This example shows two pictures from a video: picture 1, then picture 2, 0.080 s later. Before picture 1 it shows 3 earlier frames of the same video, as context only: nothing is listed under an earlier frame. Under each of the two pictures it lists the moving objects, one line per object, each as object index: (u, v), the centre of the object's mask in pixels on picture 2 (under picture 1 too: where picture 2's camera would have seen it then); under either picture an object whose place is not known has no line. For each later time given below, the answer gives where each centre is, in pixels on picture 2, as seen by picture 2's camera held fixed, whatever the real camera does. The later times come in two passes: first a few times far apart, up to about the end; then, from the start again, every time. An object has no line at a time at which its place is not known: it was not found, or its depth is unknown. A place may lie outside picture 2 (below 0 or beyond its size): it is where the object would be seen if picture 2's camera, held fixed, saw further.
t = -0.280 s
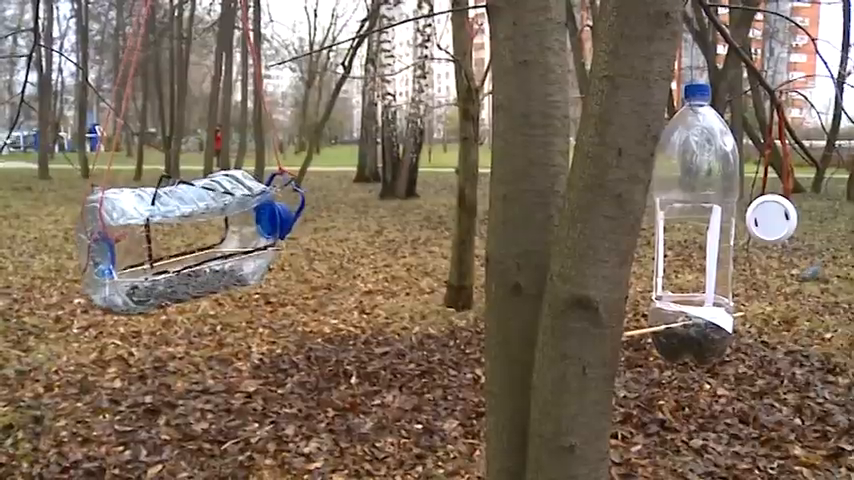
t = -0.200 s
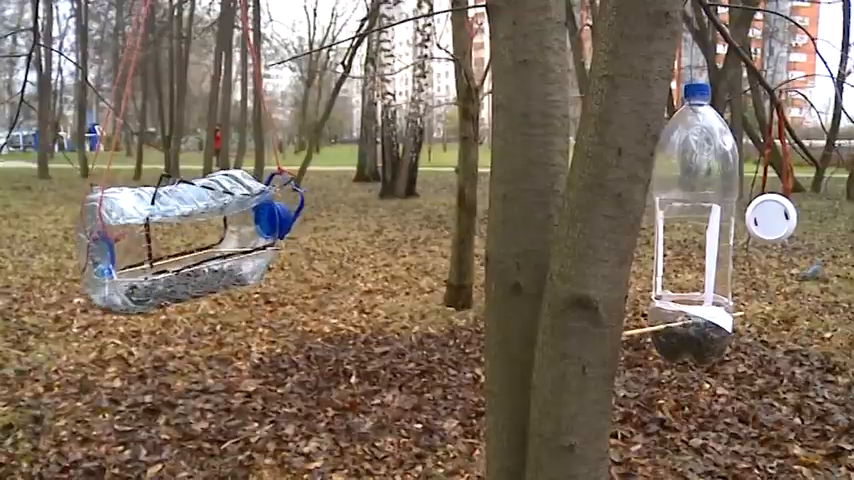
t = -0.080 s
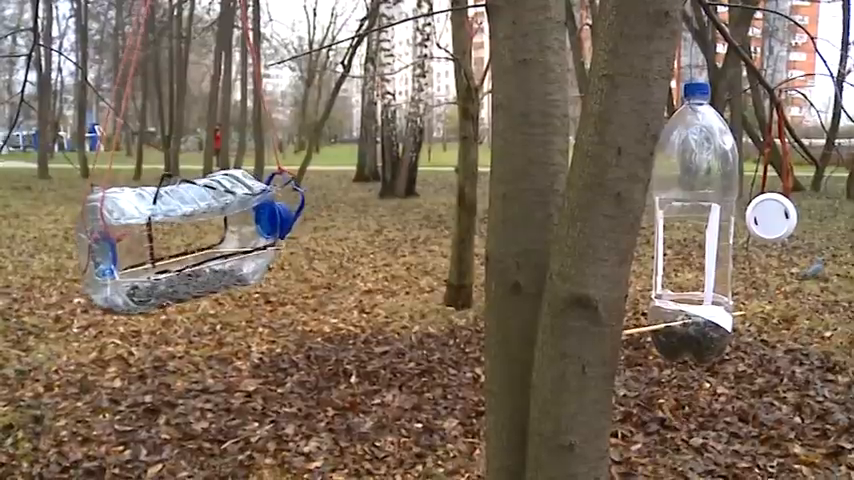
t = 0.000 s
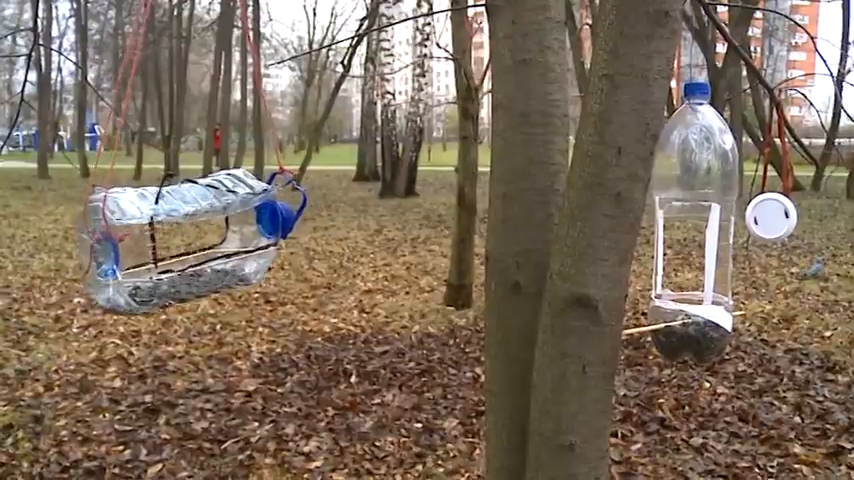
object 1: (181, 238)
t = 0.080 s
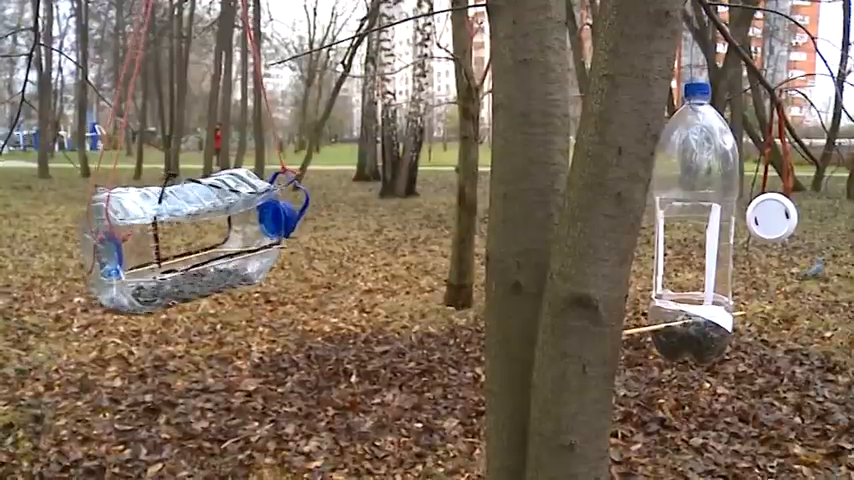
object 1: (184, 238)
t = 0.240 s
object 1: (190, 238)
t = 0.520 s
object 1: (197, 238)
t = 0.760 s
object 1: (196, 238)
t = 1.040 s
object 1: (187, 237)
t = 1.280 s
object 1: (180, 238)
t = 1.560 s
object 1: (182, 238)
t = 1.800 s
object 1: (190, 238)
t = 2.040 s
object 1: (197, 237)
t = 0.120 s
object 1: (185, 239)
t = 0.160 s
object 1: (187, 238)
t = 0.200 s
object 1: (189, 238)
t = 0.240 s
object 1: (190, 238)
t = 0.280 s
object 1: (192, 238)
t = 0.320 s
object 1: (193, 238)
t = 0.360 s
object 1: (194, 238)
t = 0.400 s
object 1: (195, 238)
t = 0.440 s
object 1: (196, 238)
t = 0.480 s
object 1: (197, 238)
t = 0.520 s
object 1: (197, 238)
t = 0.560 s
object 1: (198, 238)
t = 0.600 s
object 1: (198, 238)
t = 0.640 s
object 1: (198, 238)
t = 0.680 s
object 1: (197, 238)
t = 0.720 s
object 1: (197, 238)
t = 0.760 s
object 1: (196, 238)
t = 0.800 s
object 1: (194, 237)
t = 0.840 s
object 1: (193, 237)
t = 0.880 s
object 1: (192, 237)
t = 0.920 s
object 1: (191, 237)
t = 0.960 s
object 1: (190, 237)
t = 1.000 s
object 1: (188, 237)
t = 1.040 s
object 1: (187, 237)
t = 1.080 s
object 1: (185, 237)
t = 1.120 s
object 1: (184, 237)
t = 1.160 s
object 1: (183, 237)
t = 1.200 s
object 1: (182, 237)
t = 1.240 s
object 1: (181, 238)
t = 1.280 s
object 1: (180, 238)
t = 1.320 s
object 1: (180, 238)
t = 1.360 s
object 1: (180, 238)
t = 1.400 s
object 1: (183, 237)
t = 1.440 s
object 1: (180, 238)
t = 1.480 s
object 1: (183, 237)
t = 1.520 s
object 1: (181, 238)
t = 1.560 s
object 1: (182, 238)
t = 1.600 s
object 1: (183, 238)
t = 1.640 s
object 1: (184, 238)
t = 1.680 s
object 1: (186, 238)
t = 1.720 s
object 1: (187, 238)
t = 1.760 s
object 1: (189, 238)
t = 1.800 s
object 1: (190, 238)
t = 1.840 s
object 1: (191, 238)
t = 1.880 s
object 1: (193, 237)
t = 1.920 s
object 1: (194, 237)
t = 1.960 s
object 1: (196, 237)
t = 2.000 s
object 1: (197, 237)
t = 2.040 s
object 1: (197, 237)
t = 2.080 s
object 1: (197, 237)
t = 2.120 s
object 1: (198, 236)
